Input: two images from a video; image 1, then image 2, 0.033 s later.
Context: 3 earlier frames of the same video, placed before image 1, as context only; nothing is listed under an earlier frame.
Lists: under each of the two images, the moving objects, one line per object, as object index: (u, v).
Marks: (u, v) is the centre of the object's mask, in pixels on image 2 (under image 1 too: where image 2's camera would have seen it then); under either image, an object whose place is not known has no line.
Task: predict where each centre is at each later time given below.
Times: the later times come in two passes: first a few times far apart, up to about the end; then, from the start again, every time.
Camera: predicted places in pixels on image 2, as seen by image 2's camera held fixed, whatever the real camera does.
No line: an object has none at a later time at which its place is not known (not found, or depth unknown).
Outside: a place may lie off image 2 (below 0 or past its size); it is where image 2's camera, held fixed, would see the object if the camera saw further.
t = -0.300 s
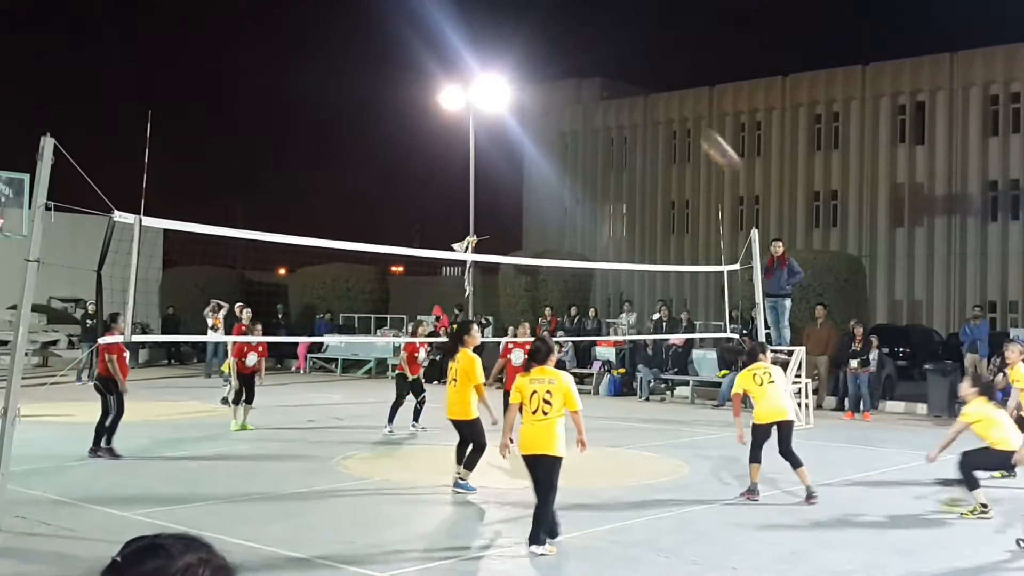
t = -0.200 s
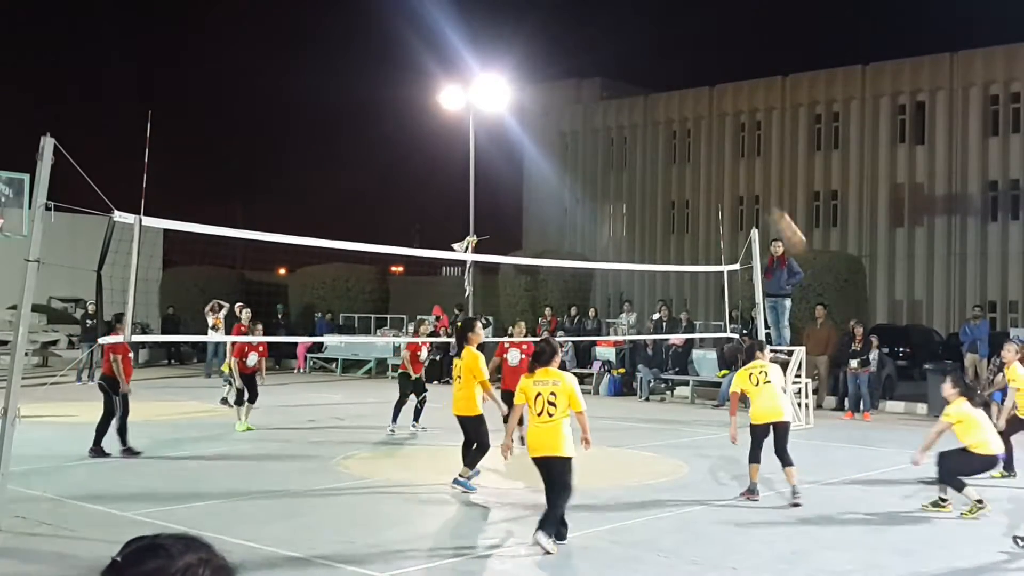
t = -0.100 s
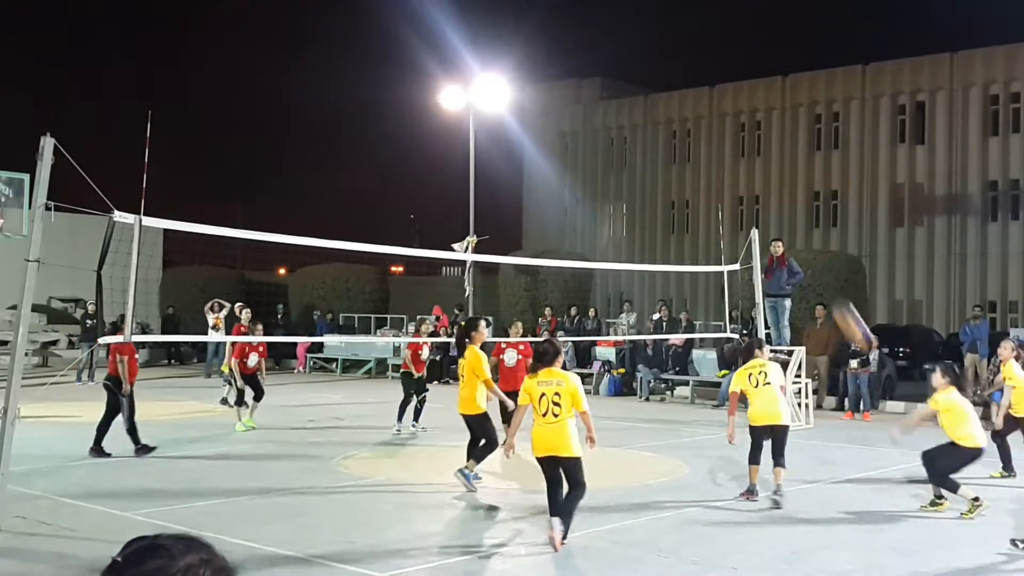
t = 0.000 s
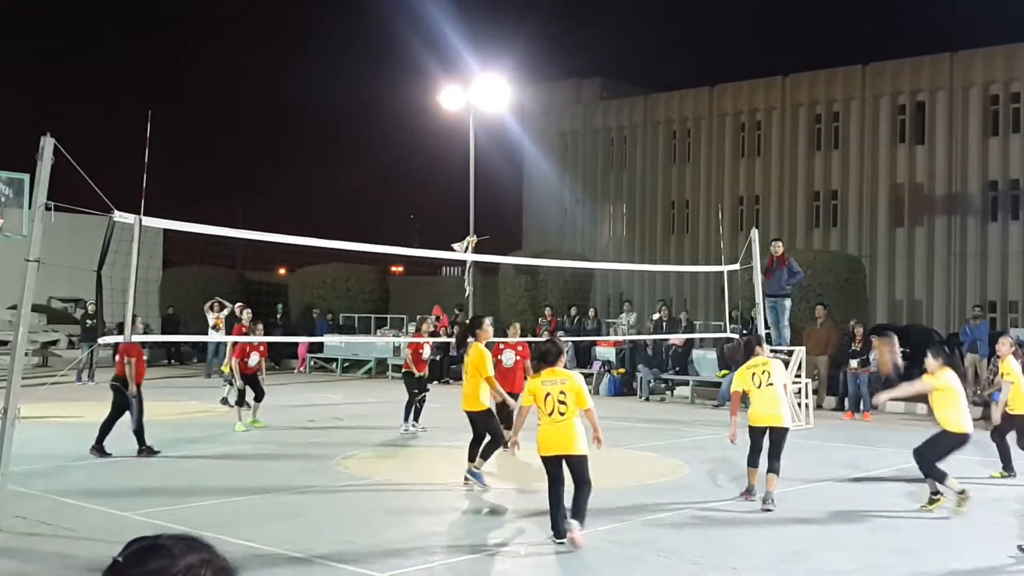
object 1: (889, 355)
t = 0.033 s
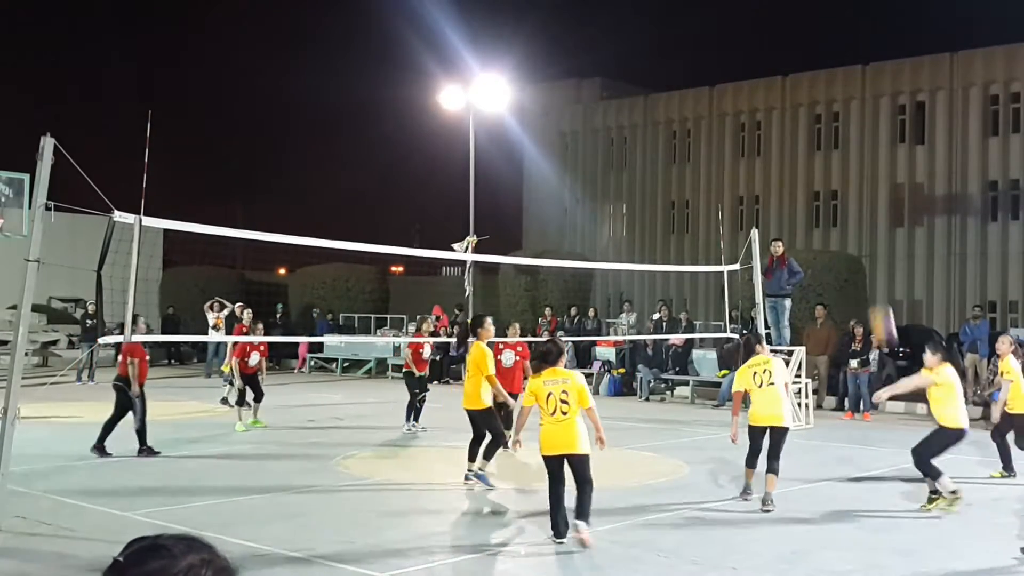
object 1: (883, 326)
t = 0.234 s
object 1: (851, 183)
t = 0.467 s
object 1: (817, 75)
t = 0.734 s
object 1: (778, 29)
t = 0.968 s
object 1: (744, 51)
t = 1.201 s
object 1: (711, 131)
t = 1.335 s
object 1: (692, 196)
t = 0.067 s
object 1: (878, 300)
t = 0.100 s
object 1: (873, 273)
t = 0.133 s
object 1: (866, 249)
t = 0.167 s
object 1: (861, 225)
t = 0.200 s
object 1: (855, 202)
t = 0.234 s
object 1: (851, 183)
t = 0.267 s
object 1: (845, 162)
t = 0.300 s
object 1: (840, 144)
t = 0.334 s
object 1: (835, 127)
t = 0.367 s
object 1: (831, 112)
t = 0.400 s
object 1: (826, 99)
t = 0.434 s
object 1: (821, 86)
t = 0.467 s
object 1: (817, 75)
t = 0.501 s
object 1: (812, 65)
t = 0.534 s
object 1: (807, 56)
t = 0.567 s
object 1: (802, 49)
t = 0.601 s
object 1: (797, 43)
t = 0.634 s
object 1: (792, 38)
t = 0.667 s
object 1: (787, 33)
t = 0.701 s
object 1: (783, 31)
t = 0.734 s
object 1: (778, 29)
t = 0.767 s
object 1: (773, 29)
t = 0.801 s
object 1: (768, 30)
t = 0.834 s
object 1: (764, 32)
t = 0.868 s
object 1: (759, 35)
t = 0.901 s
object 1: (754, 39)
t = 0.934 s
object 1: (749, 45)
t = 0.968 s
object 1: (744, 51)
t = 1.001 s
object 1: (740, 59)
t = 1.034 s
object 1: (735, 68)
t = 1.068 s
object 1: (730, 78)
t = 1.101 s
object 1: (726, 89)
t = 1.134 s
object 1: (721, 101)
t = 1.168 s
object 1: (716, 115)
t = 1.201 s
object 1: (711, 131)
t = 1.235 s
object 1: (706, 146)
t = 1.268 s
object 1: (702, 162)
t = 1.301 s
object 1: (697, 179)
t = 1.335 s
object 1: (692, 196)
